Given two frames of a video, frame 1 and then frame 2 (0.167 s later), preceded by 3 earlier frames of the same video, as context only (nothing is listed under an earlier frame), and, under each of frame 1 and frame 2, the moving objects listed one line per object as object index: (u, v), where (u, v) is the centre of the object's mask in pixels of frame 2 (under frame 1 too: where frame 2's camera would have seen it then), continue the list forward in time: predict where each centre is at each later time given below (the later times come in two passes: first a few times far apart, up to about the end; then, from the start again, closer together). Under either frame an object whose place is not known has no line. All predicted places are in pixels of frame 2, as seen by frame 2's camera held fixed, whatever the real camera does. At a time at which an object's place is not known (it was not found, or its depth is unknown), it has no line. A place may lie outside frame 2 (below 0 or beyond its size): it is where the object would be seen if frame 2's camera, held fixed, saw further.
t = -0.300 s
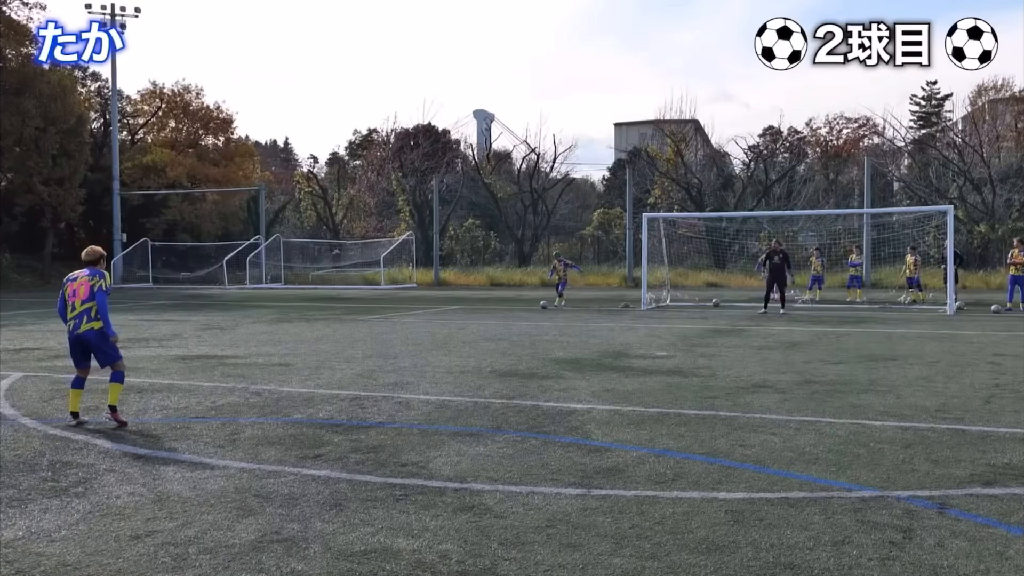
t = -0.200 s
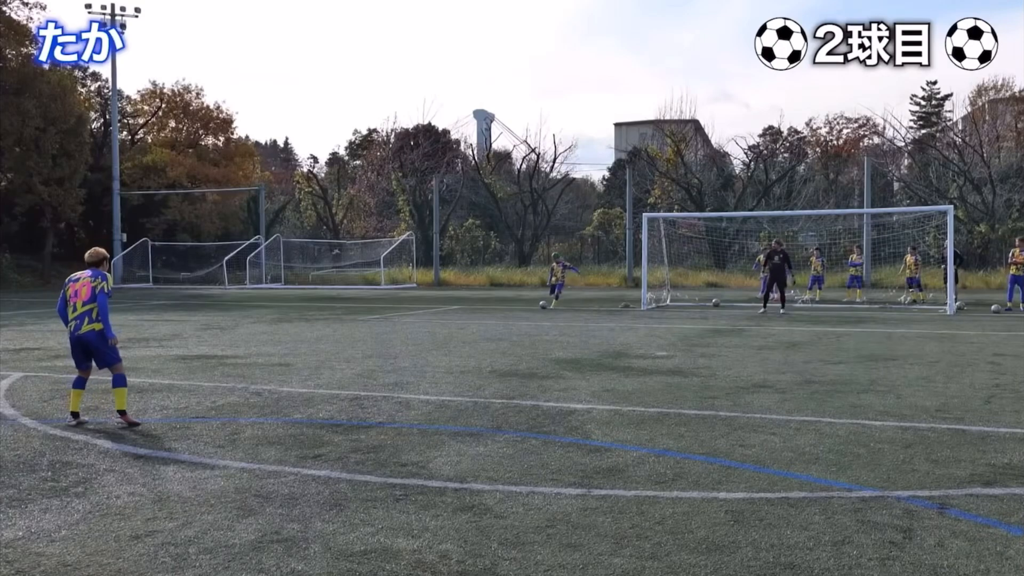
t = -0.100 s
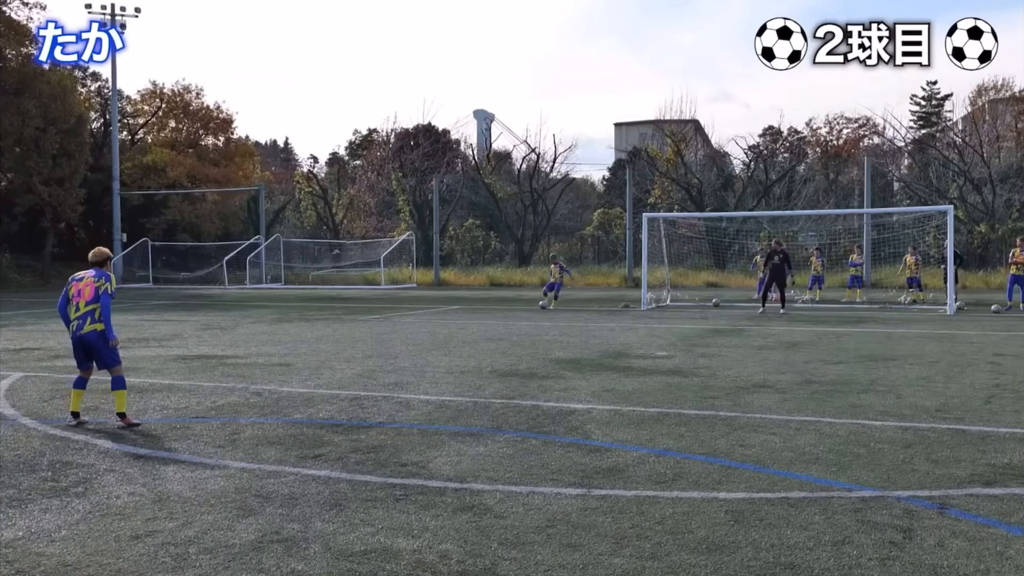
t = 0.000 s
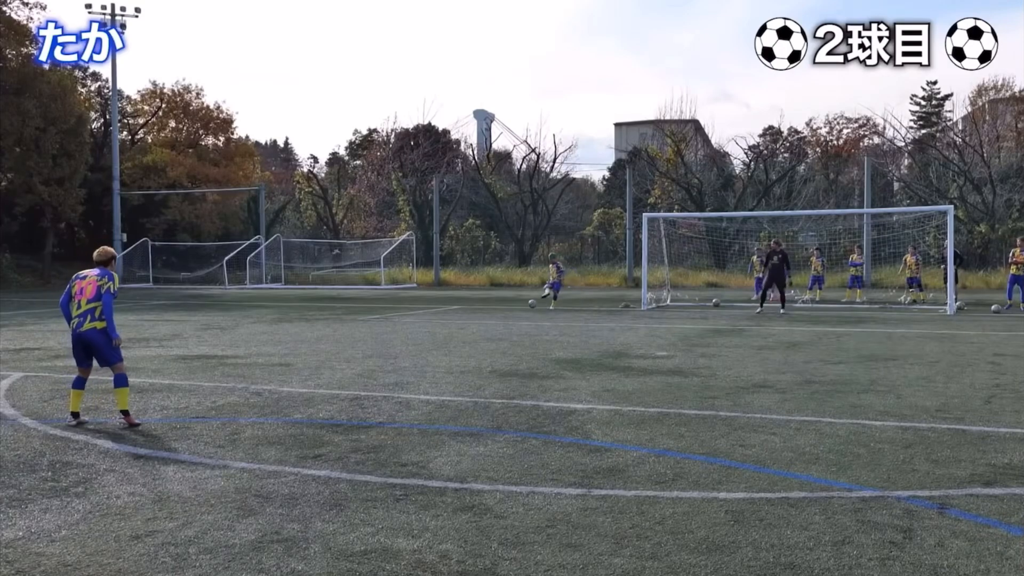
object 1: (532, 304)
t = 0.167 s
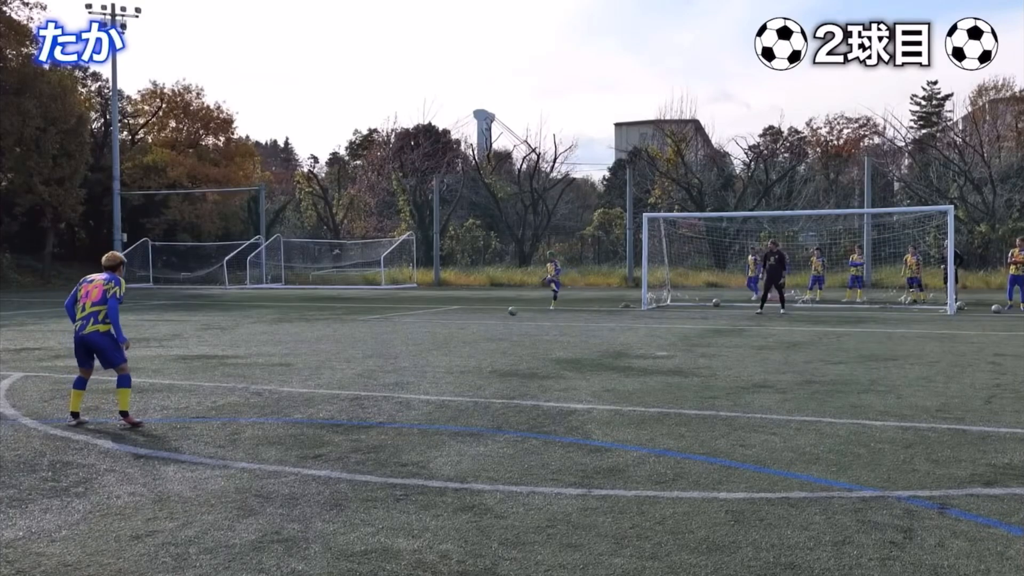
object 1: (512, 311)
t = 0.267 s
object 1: (500, 321)
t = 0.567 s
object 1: (462, 336)
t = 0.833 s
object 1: (427, 353)
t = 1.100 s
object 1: (389, 371)
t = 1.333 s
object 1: (347, 386)
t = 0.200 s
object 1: (508, 315)
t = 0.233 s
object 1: (504, 319)
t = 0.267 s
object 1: (500, 321)
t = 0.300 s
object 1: (496, 319)
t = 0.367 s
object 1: (489, 319)
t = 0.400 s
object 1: (484, 320)
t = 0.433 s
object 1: (480, 321)
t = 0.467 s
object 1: (476, 324)
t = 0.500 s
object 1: (471, 327)
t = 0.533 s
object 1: (467, 331)
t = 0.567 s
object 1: (462, 336)
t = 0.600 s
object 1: (458, 339)
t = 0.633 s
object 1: (454, 338)
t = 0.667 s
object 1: (449, 338)
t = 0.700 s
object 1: (444, 339)
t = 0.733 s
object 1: (440, 341)
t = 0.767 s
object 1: (436, 344)
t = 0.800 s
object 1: (431, 348)
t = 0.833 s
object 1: (427, 353)
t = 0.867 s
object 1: (422, 356)
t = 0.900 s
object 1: (419, 356)
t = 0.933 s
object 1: (413, 355)
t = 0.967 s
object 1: (409, 356)
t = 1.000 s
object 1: (404, 358)
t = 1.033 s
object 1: (399, 361)
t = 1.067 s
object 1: (395, 365)
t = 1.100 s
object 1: (389, 371)
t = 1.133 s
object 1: (384, 376)
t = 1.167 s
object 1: (378, 374)
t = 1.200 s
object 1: (372, 374)
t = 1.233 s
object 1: (366, 375)
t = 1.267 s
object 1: (360, 377)
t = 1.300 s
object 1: (354, 381)
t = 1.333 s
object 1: (347, 386)
